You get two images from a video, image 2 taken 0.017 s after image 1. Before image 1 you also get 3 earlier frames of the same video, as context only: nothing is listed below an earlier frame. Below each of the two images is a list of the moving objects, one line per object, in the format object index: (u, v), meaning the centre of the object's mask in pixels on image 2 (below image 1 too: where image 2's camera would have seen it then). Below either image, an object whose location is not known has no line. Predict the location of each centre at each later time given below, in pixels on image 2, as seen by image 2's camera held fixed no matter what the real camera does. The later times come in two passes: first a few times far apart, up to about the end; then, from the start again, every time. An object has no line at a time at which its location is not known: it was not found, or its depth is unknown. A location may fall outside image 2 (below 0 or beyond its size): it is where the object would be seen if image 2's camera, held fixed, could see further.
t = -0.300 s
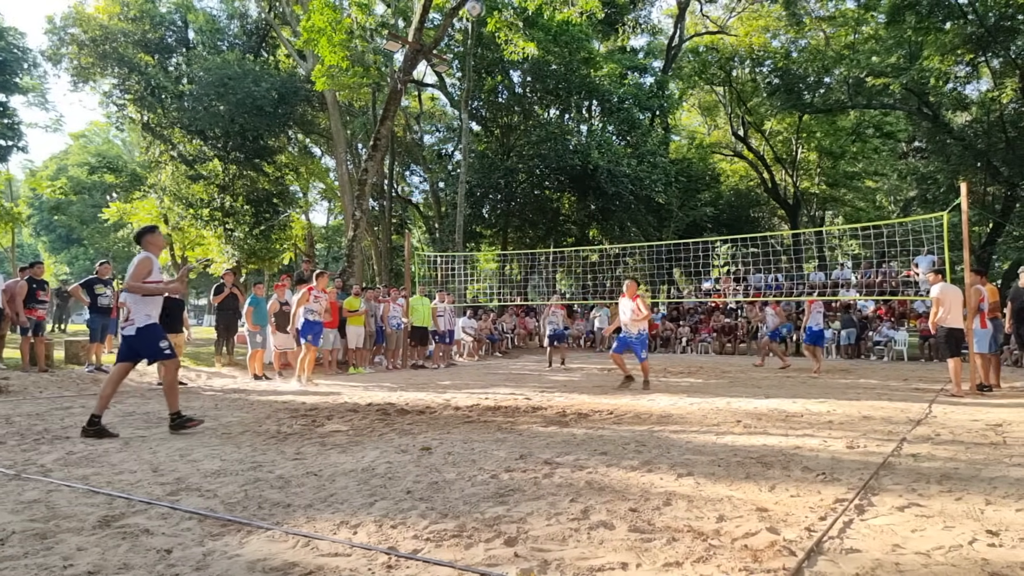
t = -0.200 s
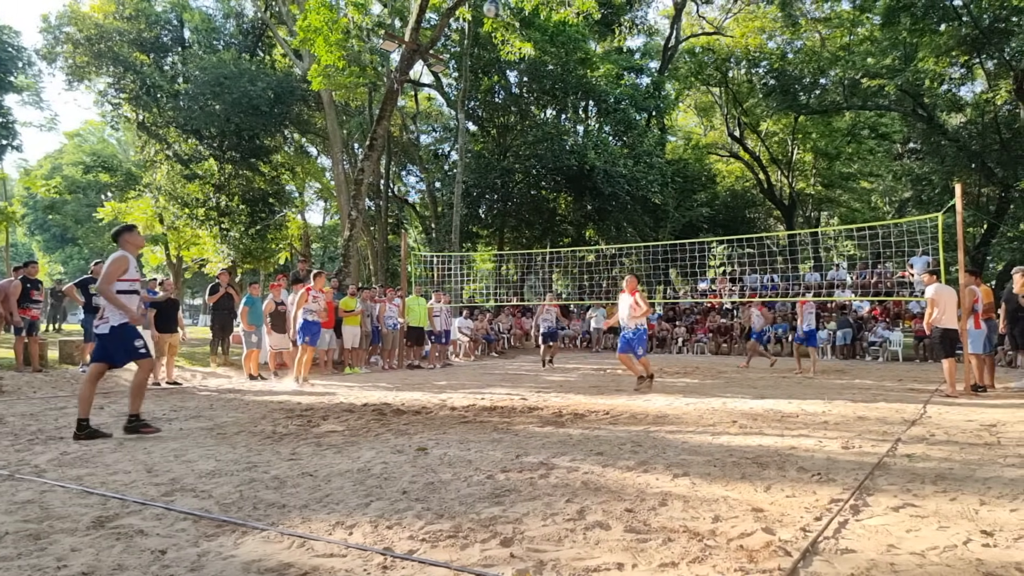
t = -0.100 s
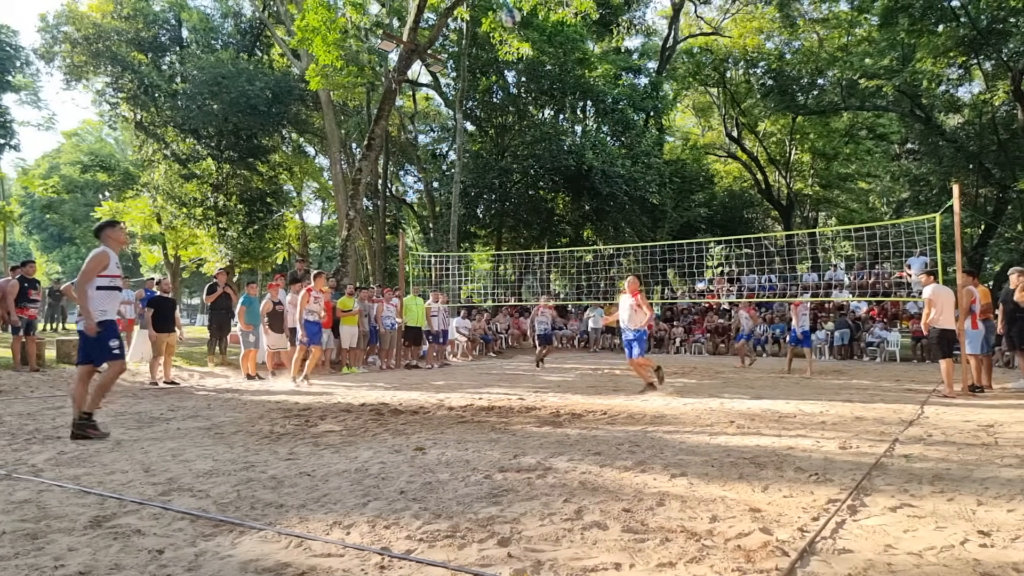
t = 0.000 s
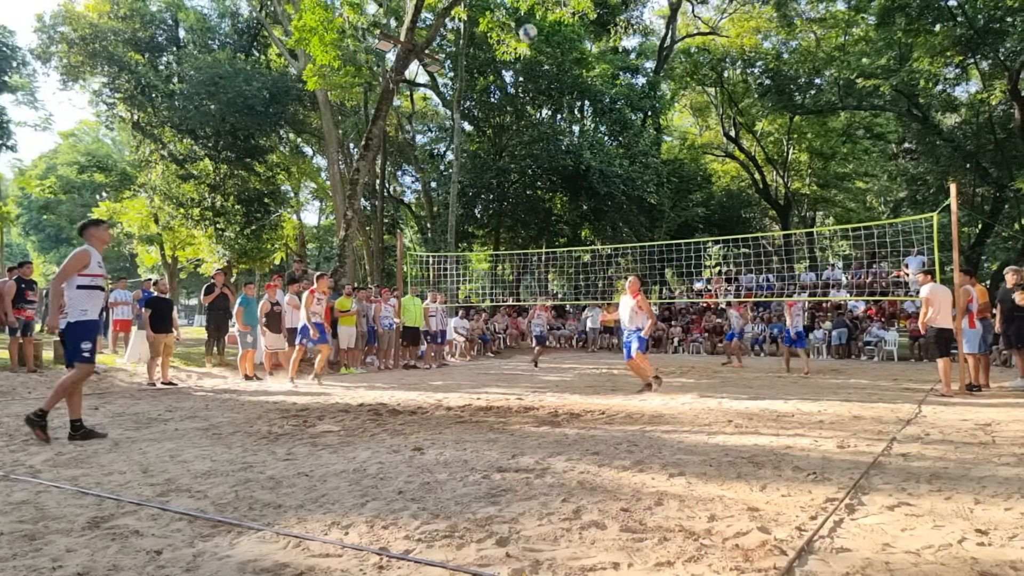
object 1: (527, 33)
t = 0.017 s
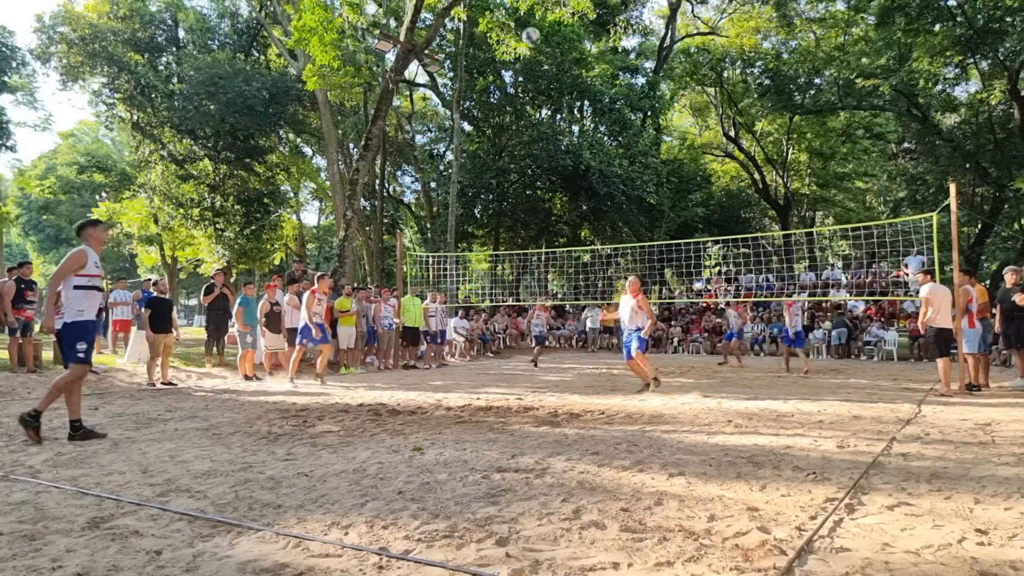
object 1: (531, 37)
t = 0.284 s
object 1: (579, 115)
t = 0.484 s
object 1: (612, 204)
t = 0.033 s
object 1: (535, 40)
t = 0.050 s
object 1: (537, 44)
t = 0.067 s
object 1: (541, 48)
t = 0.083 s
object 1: (544, 52)
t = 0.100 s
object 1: (547, 57)
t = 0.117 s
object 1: (550, 61)
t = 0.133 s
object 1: (553, 66)
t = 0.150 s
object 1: (556, 71)
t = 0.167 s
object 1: (559, 76)
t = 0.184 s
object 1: (562, 81)
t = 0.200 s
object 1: (565, 87)
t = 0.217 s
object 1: (568, 92)
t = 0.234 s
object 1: (571, 98)
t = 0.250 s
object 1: (573, 103)
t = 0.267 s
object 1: (576, 110)
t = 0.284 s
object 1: (579, 115)
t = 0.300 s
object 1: (582, 122)
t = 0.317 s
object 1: (584, 128)
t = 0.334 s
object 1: (587, 136)
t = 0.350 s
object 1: (590, 143)
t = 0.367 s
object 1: (593, 150)
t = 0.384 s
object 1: (596, 157)
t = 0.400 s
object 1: (599, 165)
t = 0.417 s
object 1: (601, 172)
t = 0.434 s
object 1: (604, 180)
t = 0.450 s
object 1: (607, 188)
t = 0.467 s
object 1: (610, 196)
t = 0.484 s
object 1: (612, 204)
